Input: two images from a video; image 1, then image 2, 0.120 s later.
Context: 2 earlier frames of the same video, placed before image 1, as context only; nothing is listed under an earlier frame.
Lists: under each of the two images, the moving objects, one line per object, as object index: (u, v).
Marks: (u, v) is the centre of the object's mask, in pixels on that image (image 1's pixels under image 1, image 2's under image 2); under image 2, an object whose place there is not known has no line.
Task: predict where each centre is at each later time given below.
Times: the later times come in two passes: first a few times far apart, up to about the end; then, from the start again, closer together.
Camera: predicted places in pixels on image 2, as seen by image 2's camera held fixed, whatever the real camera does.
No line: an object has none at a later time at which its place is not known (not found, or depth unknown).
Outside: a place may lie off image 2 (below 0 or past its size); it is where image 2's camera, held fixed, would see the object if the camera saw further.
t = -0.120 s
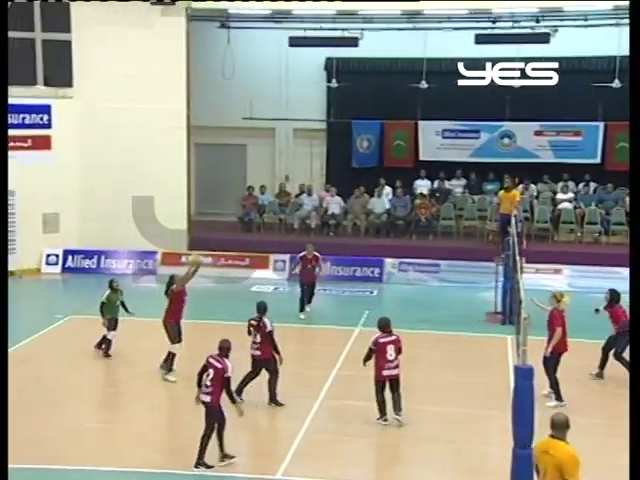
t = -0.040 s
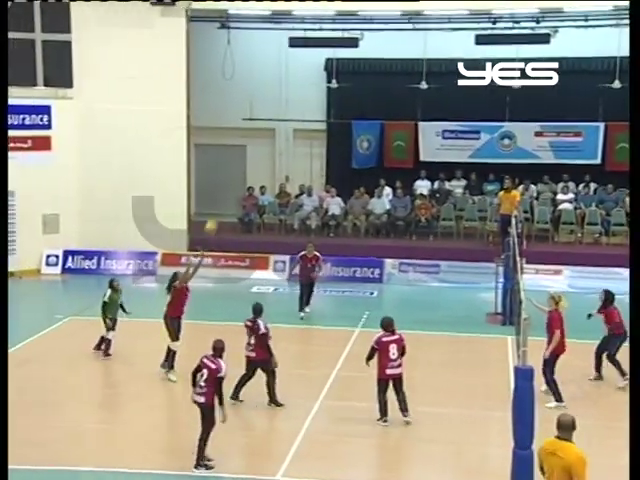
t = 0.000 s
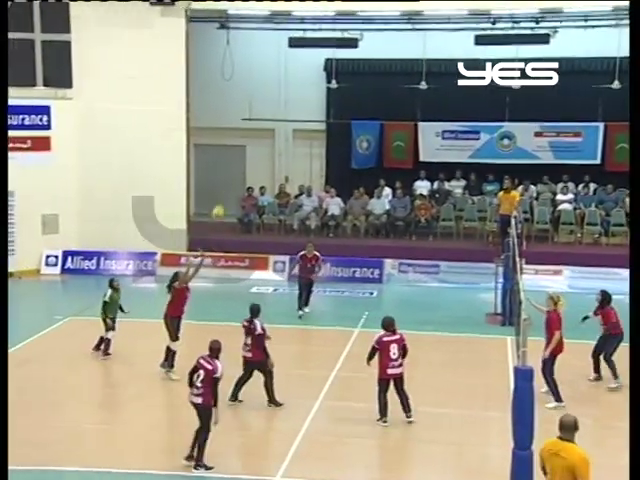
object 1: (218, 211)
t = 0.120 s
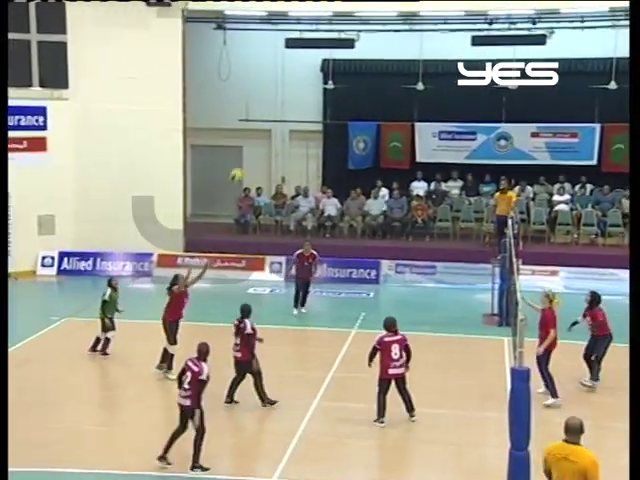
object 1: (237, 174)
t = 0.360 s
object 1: (284, 121)
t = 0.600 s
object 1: (331, 105)
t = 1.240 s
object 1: (446, 240)
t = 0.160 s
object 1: (245, 164)
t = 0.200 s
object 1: (253, 153)
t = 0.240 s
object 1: (261, 142)
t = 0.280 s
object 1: (267, 134)
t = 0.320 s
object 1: (276, 128)
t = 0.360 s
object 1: (284, 121)
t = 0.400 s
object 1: (292, 115)
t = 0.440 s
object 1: (299, 112)
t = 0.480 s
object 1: (307, 109)
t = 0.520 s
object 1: (315, 106)
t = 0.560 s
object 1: (323, 105)
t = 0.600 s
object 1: (331, 105)
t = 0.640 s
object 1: (339, 105)
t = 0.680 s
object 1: (346, 107)
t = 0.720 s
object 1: (353, 110)
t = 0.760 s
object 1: (361, 114)
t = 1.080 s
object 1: (419, 179)
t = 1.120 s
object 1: (428, 196)
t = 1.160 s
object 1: (434, 209)
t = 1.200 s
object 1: (442, 225)
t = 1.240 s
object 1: (446, 240)
